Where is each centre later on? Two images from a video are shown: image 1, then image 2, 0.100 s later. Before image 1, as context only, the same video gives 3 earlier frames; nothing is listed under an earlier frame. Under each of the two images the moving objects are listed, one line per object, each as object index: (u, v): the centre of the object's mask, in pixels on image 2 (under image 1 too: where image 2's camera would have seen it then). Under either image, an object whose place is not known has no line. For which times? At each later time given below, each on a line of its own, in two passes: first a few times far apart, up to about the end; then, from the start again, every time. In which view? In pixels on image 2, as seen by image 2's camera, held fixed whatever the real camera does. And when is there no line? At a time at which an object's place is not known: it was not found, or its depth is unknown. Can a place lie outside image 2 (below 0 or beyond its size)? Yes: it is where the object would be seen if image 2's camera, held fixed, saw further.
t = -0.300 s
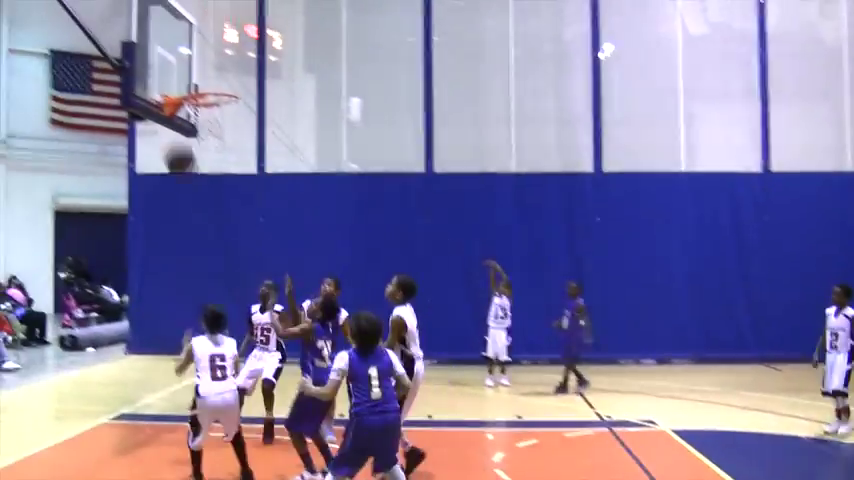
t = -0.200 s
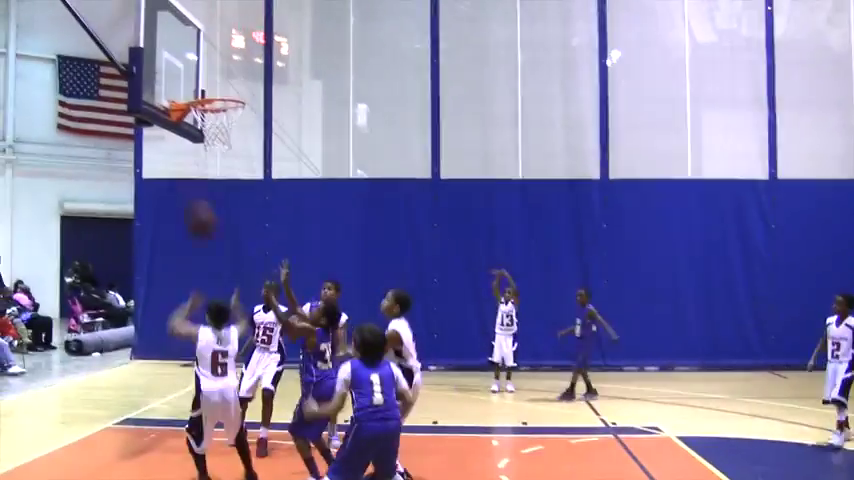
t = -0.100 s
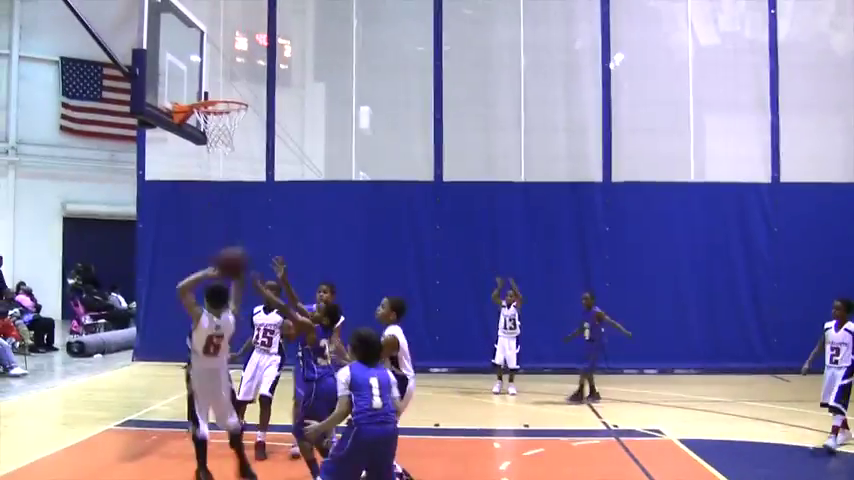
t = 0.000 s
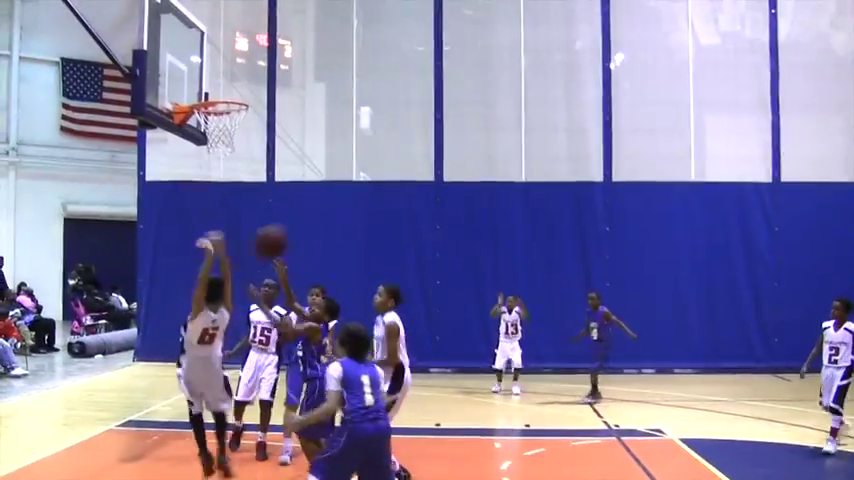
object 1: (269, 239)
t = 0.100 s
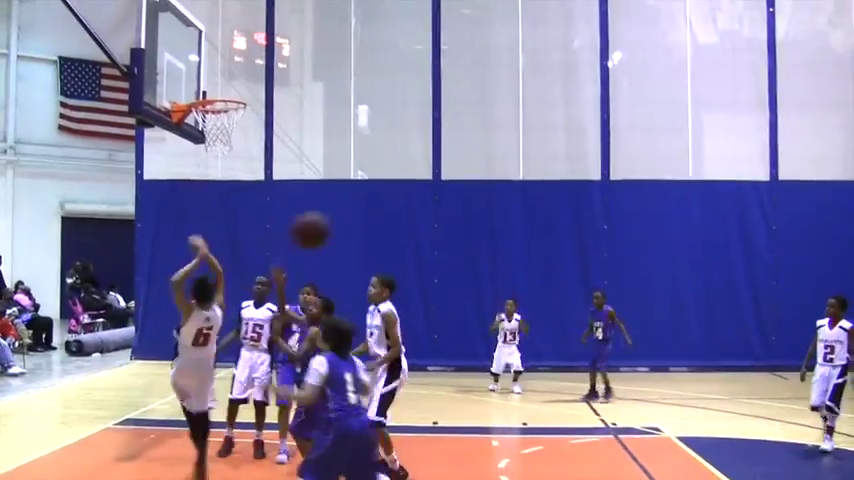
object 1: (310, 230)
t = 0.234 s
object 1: (376, 241)
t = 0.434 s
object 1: (492, 327)
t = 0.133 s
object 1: (326, 230)
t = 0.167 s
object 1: (342, 232)
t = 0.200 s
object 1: (359, 236)
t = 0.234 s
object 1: (376, 241)
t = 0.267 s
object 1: (392, 249)
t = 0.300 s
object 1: (412, 260)
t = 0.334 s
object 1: (431, 272)
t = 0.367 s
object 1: (453, 287)
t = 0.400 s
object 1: (473, 306)
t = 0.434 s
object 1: (492, 327)
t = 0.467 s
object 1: (520, 359)
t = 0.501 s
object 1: (546, 385)
